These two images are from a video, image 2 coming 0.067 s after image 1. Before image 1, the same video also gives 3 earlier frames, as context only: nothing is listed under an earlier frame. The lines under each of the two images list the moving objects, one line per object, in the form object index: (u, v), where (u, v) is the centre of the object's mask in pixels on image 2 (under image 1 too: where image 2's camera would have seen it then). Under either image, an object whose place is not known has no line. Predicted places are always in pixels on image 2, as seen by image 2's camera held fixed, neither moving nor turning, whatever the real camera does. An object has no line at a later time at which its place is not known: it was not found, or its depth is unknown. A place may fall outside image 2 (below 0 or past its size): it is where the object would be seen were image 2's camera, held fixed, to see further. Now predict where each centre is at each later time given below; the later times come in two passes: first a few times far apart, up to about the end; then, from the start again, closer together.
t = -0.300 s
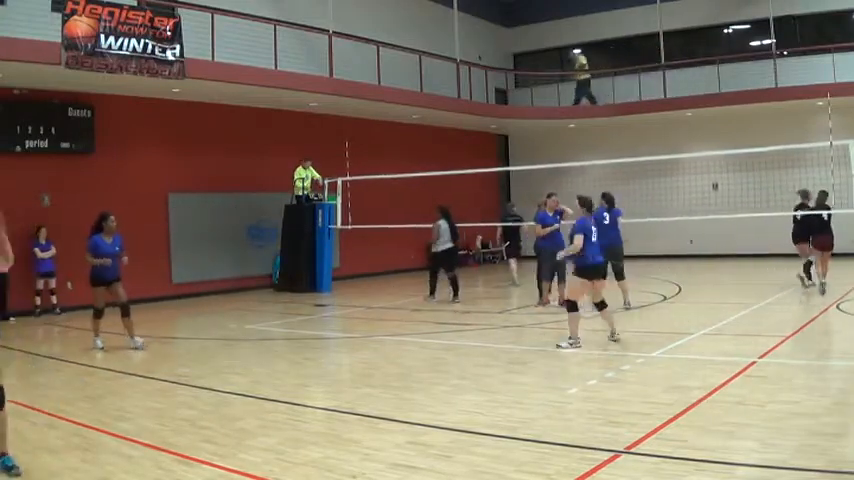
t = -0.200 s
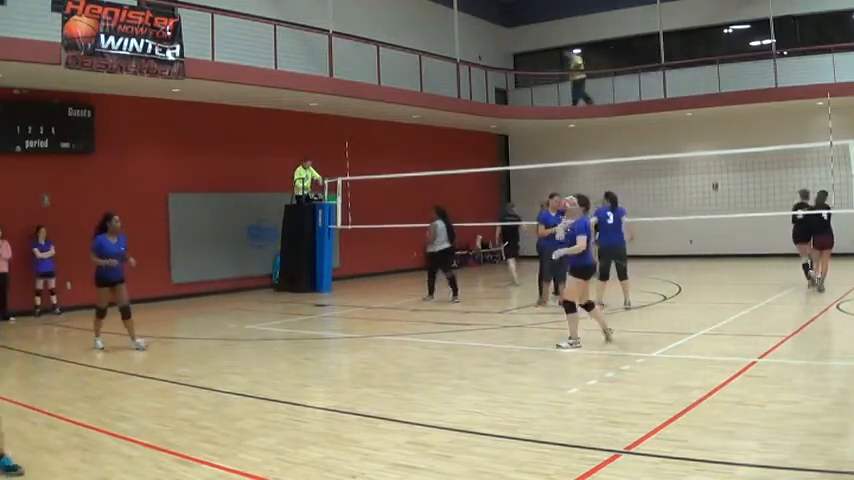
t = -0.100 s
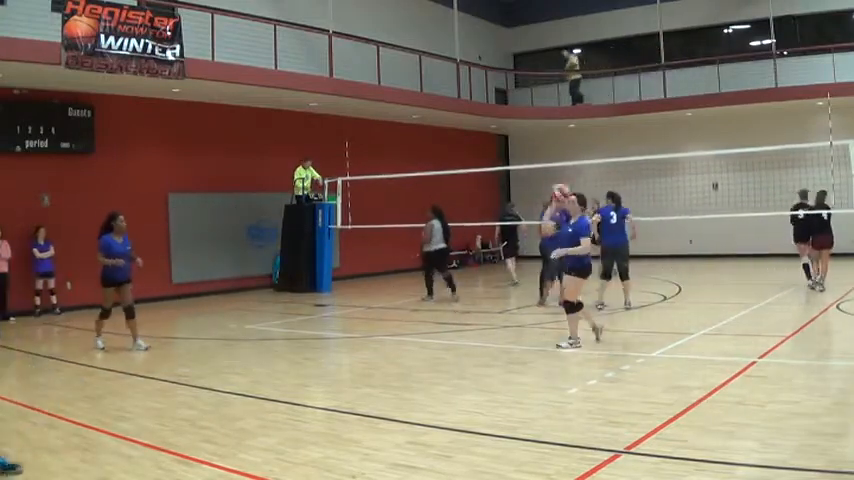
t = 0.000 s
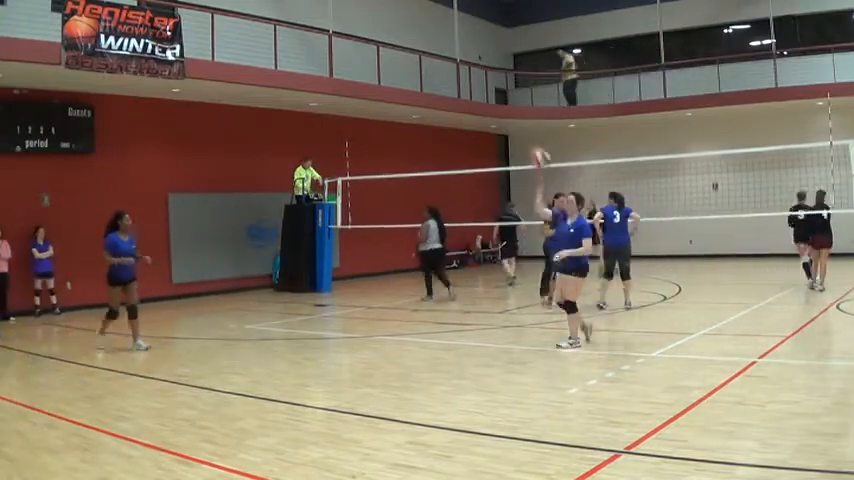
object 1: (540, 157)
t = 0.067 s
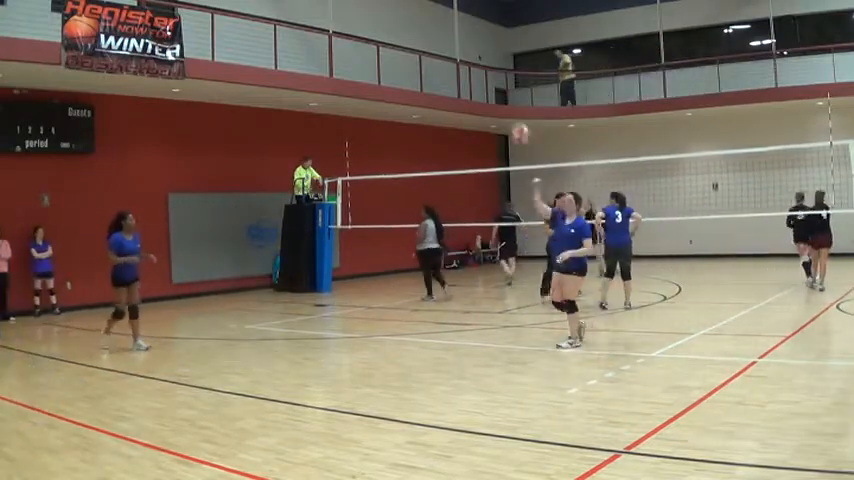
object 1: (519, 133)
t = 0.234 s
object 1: (470, 86)
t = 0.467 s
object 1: (386, 57)
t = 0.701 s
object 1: (283, 96)
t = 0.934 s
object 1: (163, 221)
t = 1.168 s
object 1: (34, 464)
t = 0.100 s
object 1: (510, 122)
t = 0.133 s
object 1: (501, 112)
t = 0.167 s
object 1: (491, 103)
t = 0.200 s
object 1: (480, 94)
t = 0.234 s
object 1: (470, 86)
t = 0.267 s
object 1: (459, 81)
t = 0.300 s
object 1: (449, 72)
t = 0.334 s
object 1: (436, 68)
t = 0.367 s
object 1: (425, 63)
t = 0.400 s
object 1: (412, 61)
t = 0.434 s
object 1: (399, 59)
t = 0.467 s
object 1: (386, 57)
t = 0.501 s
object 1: (372, 58)
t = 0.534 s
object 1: (359, 62)
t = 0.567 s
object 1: (345, 65)
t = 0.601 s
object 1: (331, 70)
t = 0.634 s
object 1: (315, 76)
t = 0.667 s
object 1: (301, 83)
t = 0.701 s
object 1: (283, 96)
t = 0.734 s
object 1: (268, 108)
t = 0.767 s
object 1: (251, 121)
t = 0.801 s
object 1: (234, 136)
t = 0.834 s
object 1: (217, 154)
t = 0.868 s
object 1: (200, 174)
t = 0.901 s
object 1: (181, 196)
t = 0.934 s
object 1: (163, 221)
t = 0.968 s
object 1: (145, 247)
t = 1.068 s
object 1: (86, 347)
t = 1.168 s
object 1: (34, 464)
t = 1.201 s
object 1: (18, 439)
